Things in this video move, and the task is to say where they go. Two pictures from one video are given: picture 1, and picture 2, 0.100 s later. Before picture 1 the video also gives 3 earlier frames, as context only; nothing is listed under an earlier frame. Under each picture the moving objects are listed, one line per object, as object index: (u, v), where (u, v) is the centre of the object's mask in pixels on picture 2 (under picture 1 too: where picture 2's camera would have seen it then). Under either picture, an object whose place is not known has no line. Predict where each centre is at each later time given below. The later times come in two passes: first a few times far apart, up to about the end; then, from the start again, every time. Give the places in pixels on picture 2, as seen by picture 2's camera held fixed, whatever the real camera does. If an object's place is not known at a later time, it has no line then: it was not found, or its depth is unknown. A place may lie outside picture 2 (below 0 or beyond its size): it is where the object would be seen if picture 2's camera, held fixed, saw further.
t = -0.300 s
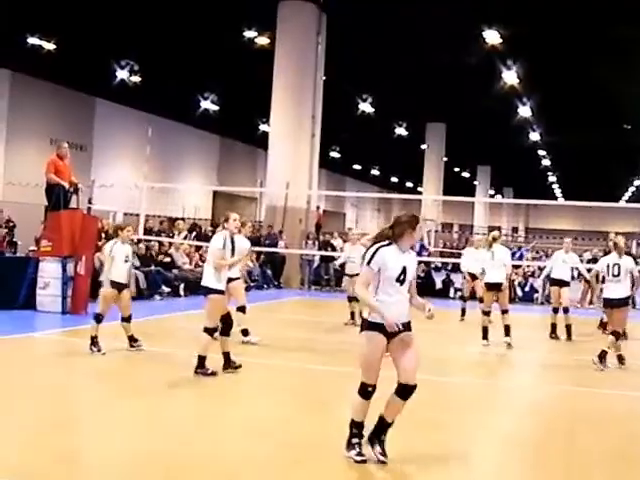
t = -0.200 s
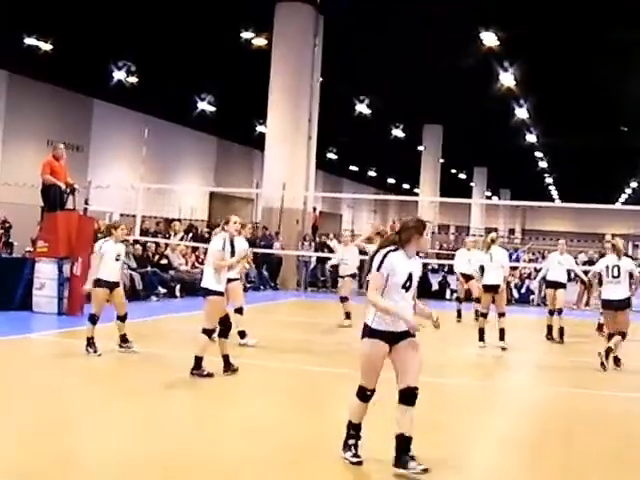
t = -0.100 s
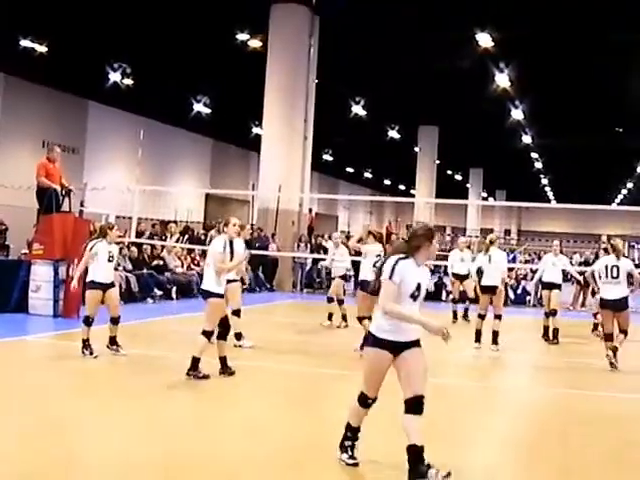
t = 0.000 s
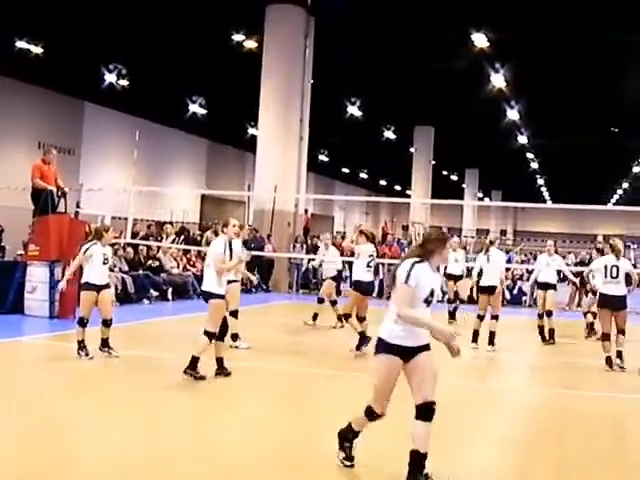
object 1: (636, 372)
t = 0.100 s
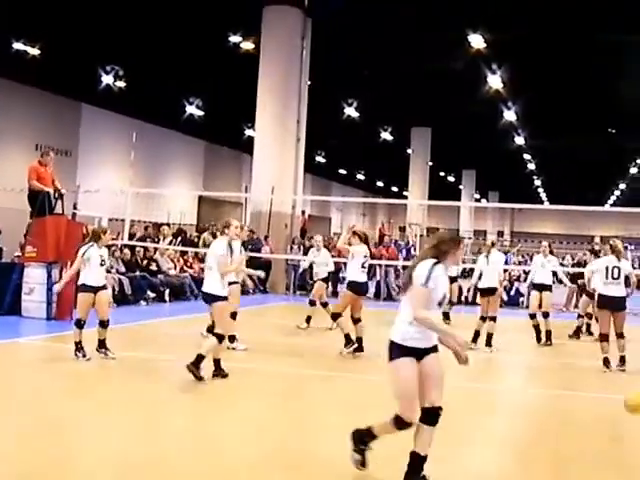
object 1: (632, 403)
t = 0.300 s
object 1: (613, 403)
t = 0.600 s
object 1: (575, 422)
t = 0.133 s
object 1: (630, 415)
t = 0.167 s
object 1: (627, 428)
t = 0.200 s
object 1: (624, 422)
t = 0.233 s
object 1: (620, 415)
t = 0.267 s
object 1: (616, 410)
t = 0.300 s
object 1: (613, 403)
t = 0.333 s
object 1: (610, 400)
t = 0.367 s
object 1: (606, 398)
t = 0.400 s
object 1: (603, 397)
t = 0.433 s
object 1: (599, 397)
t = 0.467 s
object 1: (595, 398)
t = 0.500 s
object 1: (590, 401)
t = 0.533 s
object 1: (584, 406)
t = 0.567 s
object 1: (580, 414)
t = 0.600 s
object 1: (575, 422)
